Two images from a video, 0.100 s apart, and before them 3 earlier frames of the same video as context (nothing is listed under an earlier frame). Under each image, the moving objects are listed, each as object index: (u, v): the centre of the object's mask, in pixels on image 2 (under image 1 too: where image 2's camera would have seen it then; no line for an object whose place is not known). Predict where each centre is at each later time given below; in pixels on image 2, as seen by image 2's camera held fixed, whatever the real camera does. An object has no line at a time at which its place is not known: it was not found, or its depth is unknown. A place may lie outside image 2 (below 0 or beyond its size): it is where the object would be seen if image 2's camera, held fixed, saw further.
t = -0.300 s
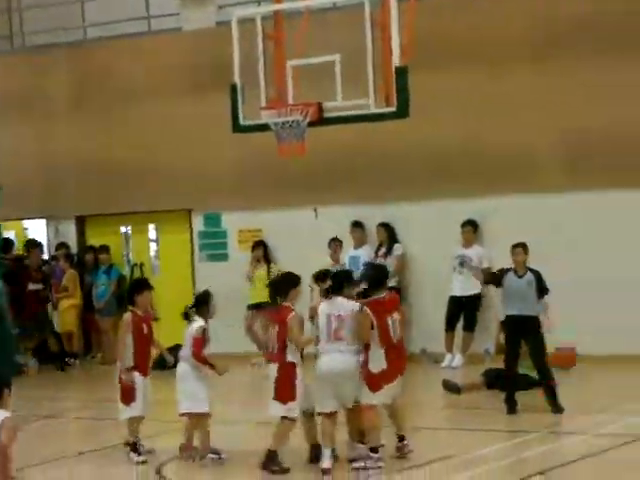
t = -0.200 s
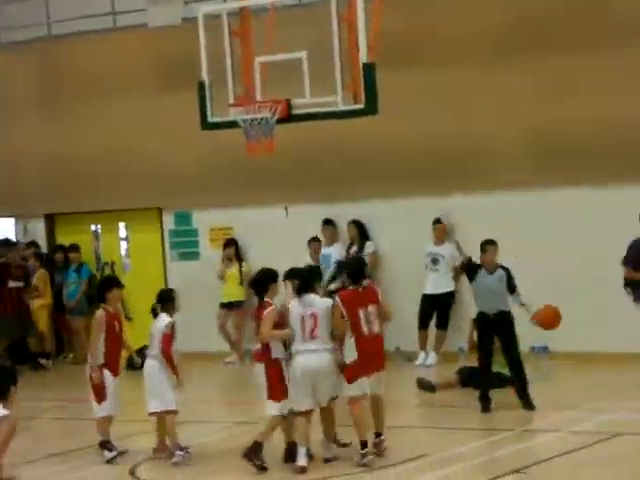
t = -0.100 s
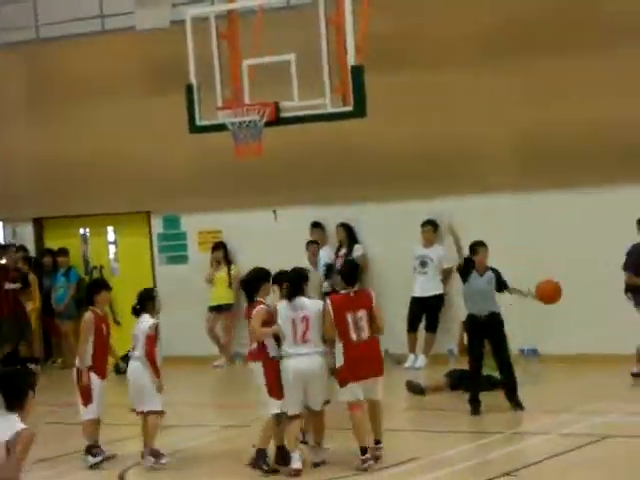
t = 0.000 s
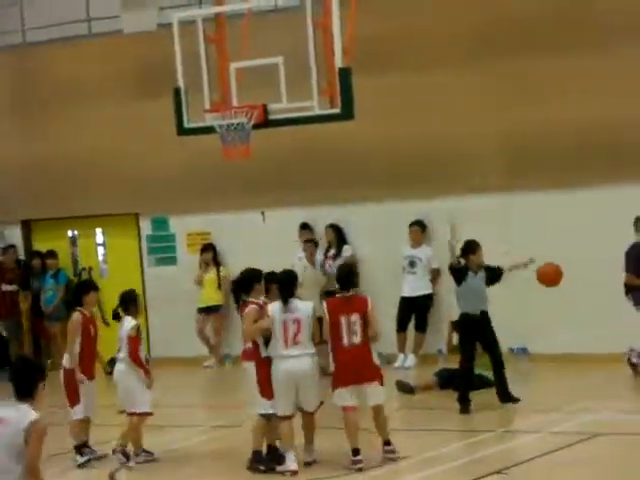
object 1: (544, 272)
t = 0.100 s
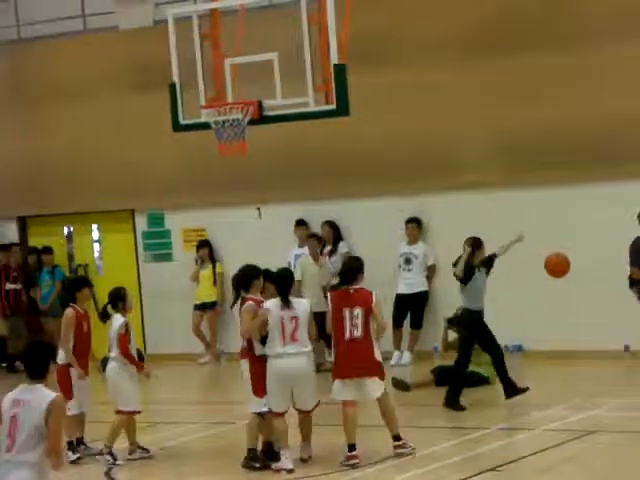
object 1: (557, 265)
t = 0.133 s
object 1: (561, 265)
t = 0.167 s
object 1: (566, 266)
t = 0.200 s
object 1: (570, 269)
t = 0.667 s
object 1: (635, 350)
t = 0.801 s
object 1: (647, 309)
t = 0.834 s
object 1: (650, 302)
